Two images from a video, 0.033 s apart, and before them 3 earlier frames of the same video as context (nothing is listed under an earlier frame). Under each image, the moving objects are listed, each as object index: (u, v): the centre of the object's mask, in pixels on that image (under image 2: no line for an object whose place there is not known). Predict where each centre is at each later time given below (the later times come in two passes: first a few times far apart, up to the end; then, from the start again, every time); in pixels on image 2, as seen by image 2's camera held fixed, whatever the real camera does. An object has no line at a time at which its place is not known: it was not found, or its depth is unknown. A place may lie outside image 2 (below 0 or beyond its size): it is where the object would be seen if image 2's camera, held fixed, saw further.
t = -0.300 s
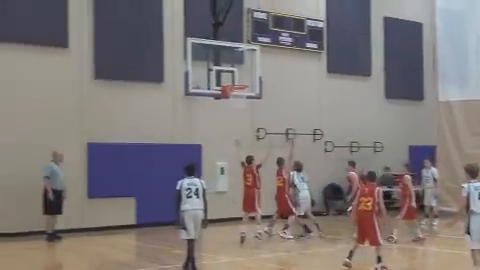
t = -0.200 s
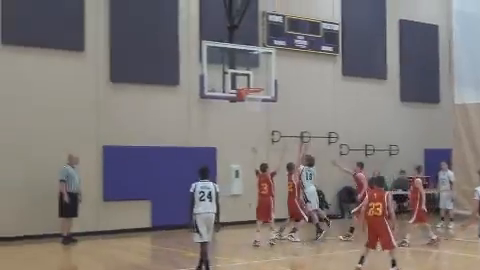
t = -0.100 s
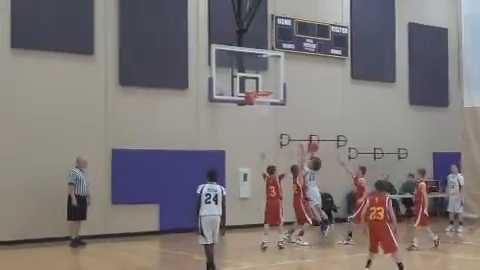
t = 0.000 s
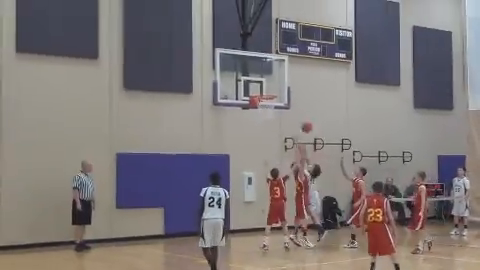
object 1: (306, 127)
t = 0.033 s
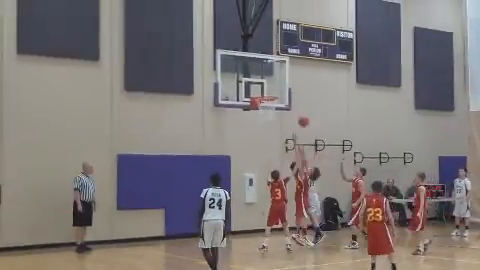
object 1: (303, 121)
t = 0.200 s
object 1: (281, 92)
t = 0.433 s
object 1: (250, 74)
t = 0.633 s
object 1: (236, 80)
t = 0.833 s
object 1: (225, 113)
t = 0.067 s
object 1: (299, 115)
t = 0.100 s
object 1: (295, 108)
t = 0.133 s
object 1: (290, 103)
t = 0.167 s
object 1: (286, 97)
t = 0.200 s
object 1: (281, 92)
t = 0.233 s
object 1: (277, 88)
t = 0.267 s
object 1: (273, 85)
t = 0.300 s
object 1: (269, 81)
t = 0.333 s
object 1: (264, 79)
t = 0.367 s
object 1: (260, 77)
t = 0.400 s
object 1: (256, 75)
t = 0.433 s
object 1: (250, 74)
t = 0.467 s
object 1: (245, 73)
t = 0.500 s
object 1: (242, 73)
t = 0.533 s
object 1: (241, 75)
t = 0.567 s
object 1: (238, 78)
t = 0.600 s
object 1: (237, 78)
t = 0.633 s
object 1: (236, 80)
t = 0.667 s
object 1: (233, 86)
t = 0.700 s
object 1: (232, 90)
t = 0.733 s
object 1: (231, 94)
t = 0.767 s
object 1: (229, 101)
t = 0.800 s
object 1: (227, 107)
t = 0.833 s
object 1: (225, 113)
